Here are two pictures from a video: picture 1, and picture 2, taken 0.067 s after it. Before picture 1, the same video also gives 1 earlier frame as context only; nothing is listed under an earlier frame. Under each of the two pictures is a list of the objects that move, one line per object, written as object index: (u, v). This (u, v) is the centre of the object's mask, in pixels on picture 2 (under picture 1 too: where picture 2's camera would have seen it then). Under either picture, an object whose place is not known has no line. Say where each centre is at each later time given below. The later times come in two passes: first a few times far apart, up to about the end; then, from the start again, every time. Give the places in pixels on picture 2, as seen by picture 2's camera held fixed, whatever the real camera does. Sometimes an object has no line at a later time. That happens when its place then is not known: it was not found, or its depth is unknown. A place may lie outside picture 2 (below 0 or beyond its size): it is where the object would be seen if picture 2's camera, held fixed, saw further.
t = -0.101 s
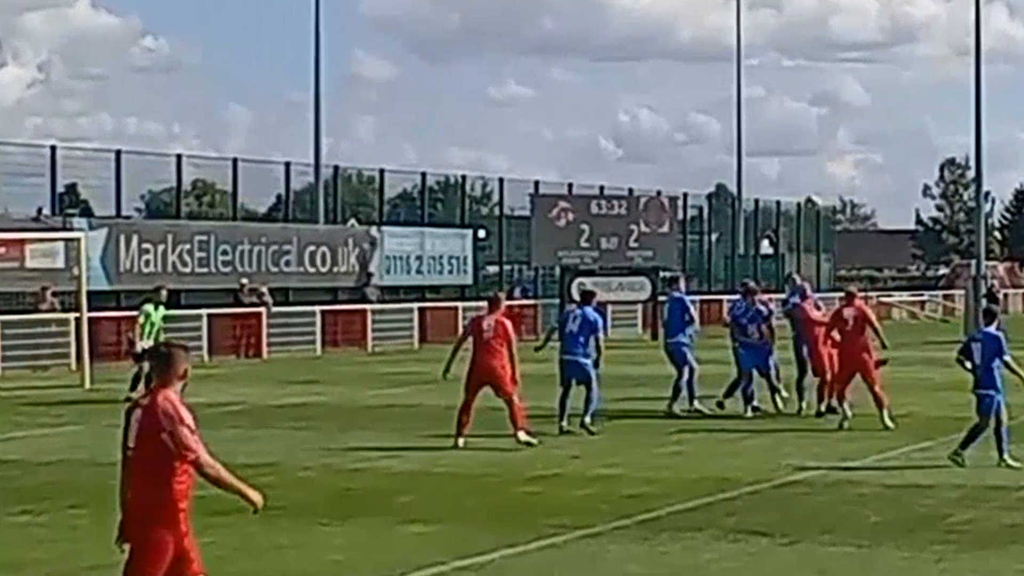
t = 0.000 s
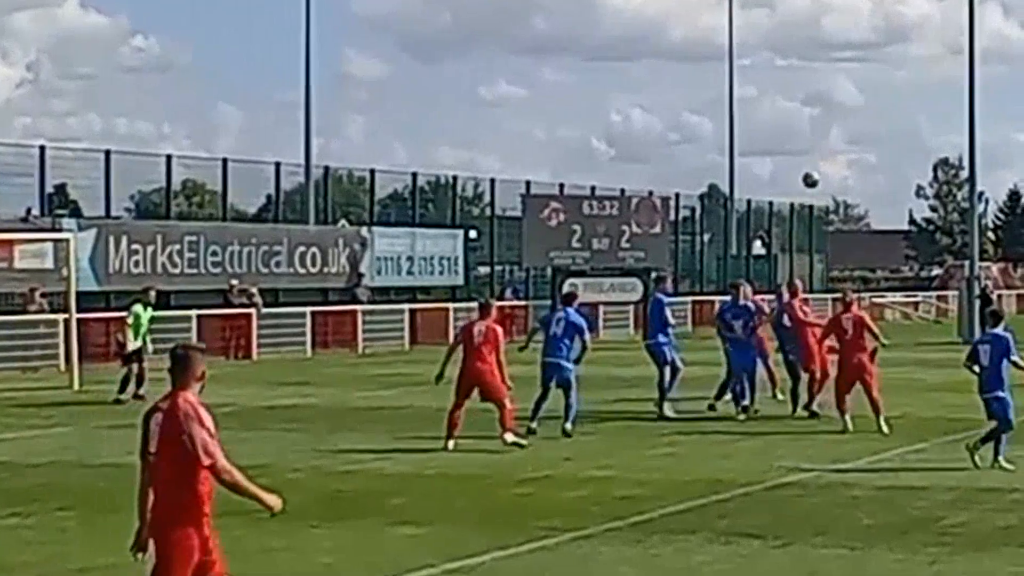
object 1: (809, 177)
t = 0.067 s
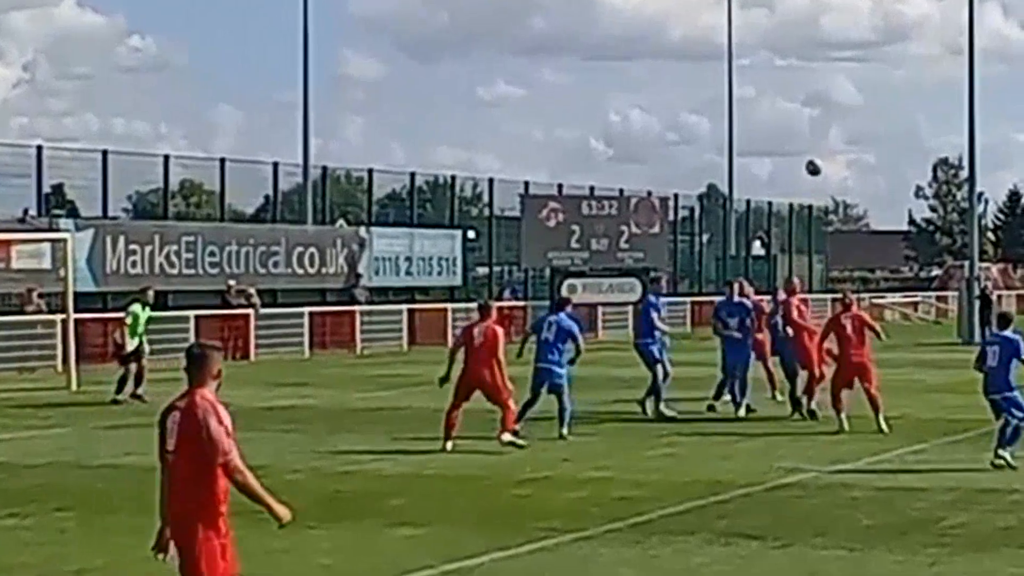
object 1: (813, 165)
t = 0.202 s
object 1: (823, 150)
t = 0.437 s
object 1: (837, 159)
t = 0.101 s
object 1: (816, 160)
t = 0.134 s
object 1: (818, 156)
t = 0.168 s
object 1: (821, 152)
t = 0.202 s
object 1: (823, 150)
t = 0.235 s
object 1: (825, 149)
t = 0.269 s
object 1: (827, 148)
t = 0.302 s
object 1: (829, 148)
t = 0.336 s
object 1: (830, 149)
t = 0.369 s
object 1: (833, 151)
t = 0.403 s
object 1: (835, 154)
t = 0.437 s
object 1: (837, 159)
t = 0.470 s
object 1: (838, 164)
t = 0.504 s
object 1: (840, 170)
